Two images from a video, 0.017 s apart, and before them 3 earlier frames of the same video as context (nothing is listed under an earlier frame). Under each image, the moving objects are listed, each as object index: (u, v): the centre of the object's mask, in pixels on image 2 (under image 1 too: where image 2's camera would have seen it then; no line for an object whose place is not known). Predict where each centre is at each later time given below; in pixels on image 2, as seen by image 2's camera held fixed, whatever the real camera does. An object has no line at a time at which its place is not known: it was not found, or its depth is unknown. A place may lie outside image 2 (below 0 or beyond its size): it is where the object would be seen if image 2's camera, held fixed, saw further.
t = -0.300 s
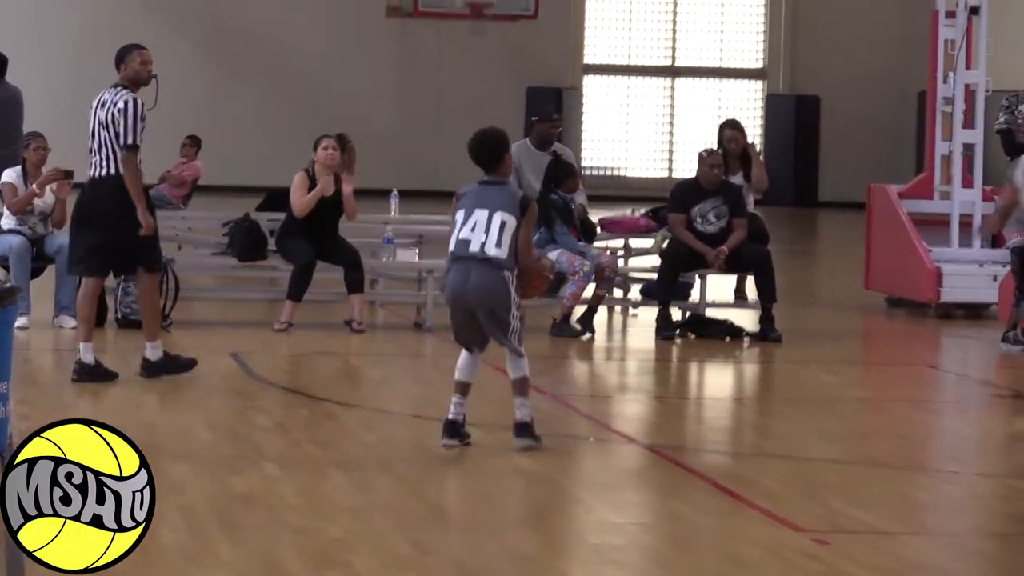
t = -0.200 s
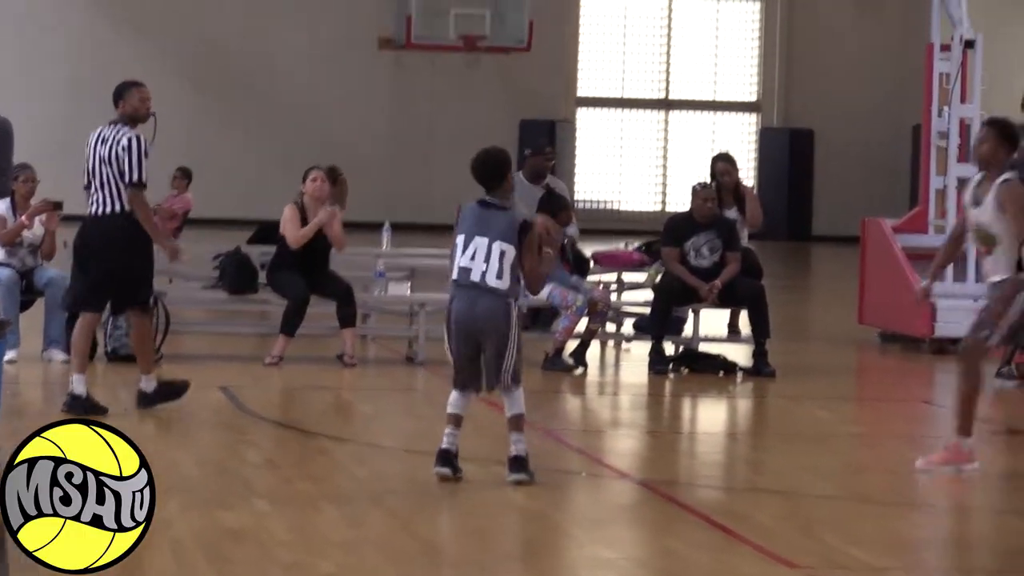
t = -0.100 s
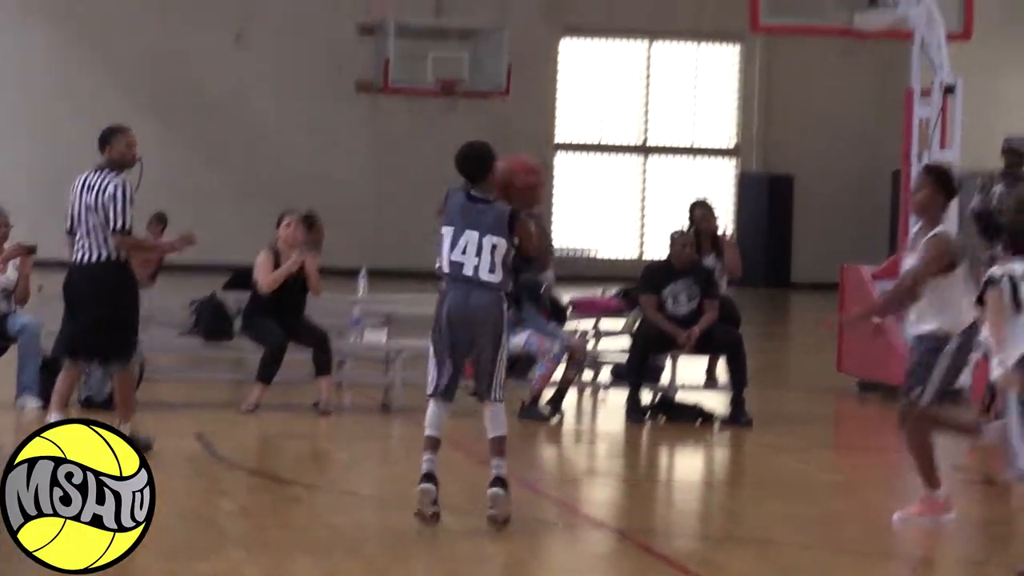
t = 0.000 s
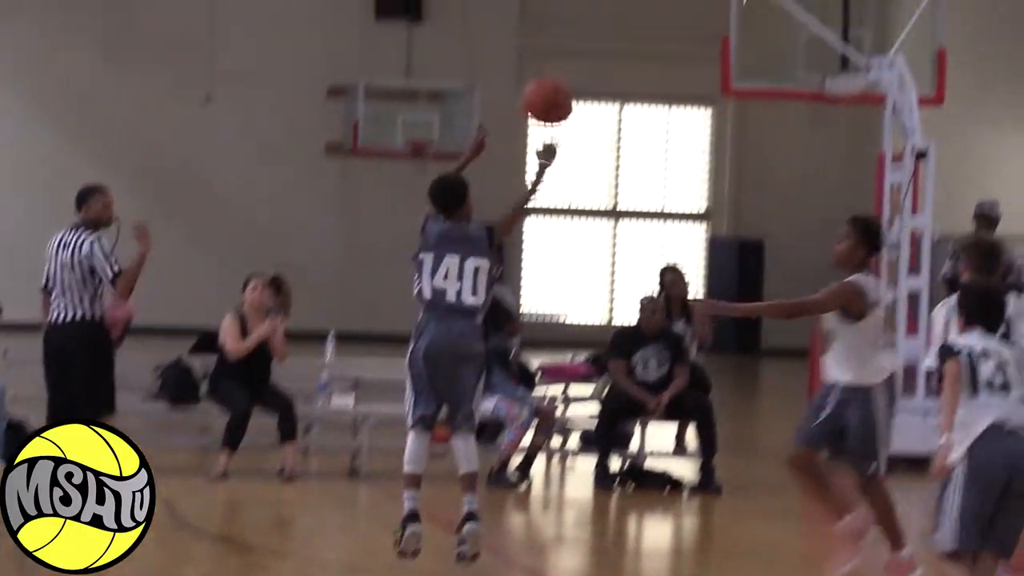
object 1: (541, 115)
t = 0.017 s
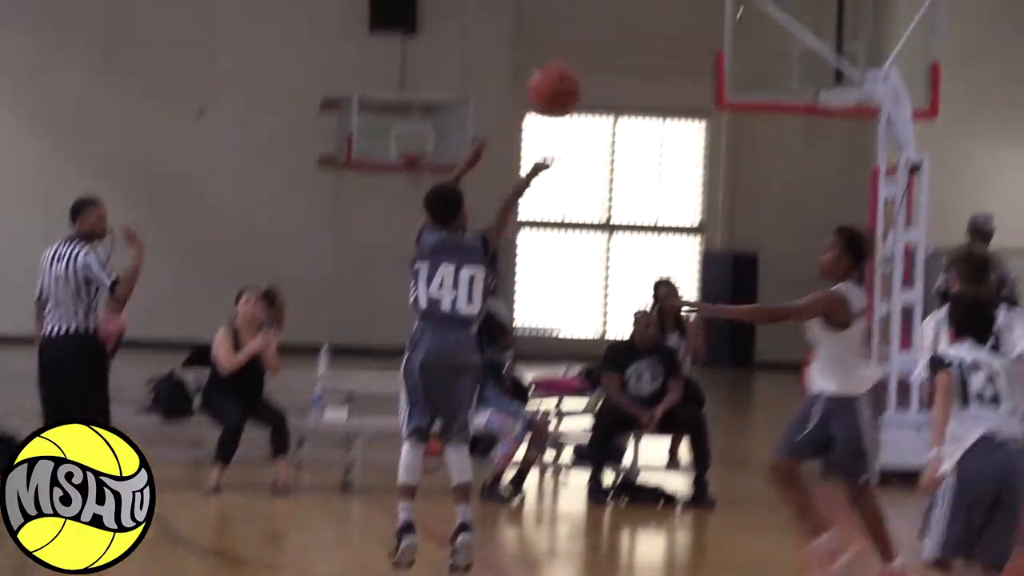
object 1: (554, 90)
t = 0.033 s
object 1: (568, 62)
